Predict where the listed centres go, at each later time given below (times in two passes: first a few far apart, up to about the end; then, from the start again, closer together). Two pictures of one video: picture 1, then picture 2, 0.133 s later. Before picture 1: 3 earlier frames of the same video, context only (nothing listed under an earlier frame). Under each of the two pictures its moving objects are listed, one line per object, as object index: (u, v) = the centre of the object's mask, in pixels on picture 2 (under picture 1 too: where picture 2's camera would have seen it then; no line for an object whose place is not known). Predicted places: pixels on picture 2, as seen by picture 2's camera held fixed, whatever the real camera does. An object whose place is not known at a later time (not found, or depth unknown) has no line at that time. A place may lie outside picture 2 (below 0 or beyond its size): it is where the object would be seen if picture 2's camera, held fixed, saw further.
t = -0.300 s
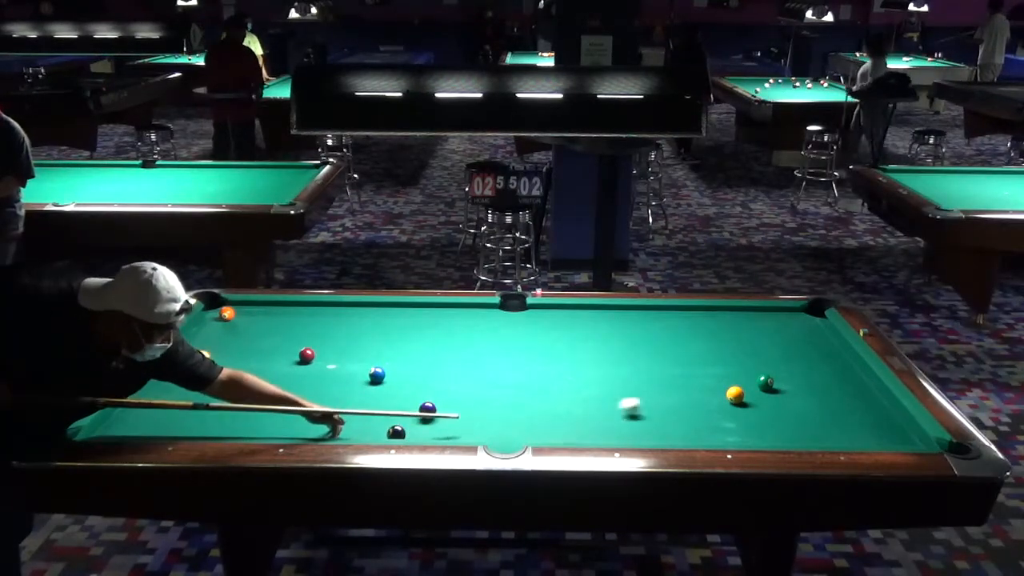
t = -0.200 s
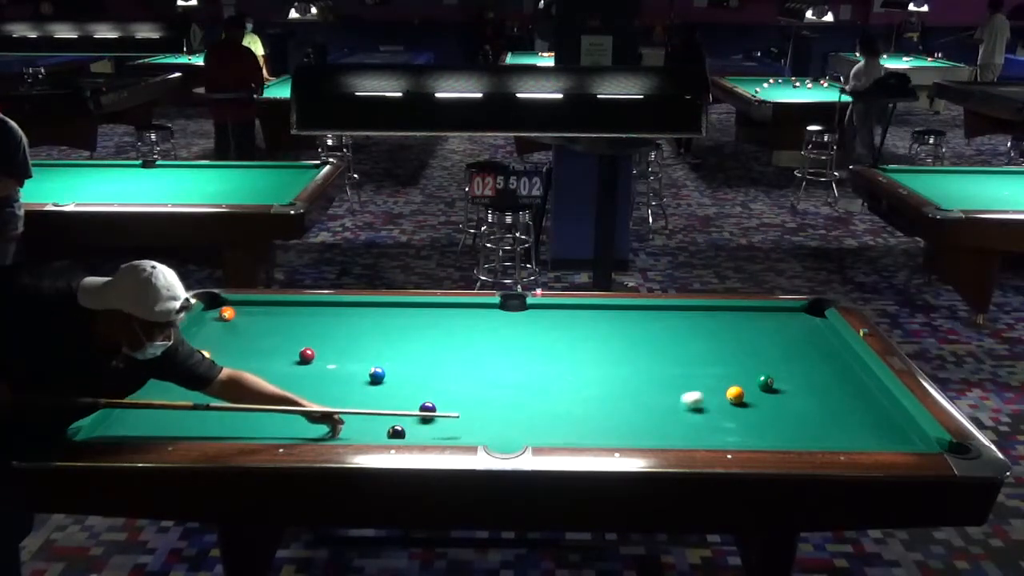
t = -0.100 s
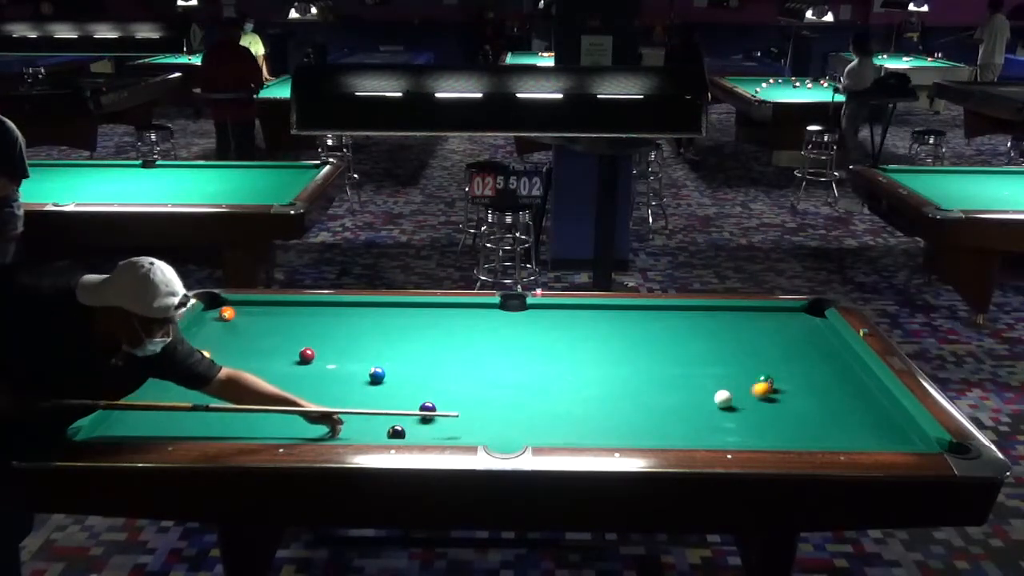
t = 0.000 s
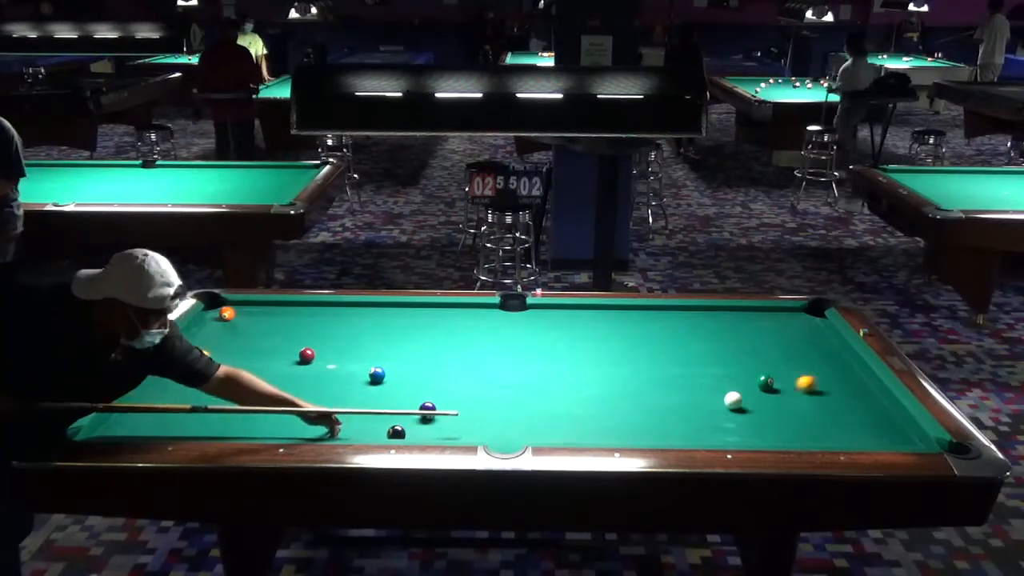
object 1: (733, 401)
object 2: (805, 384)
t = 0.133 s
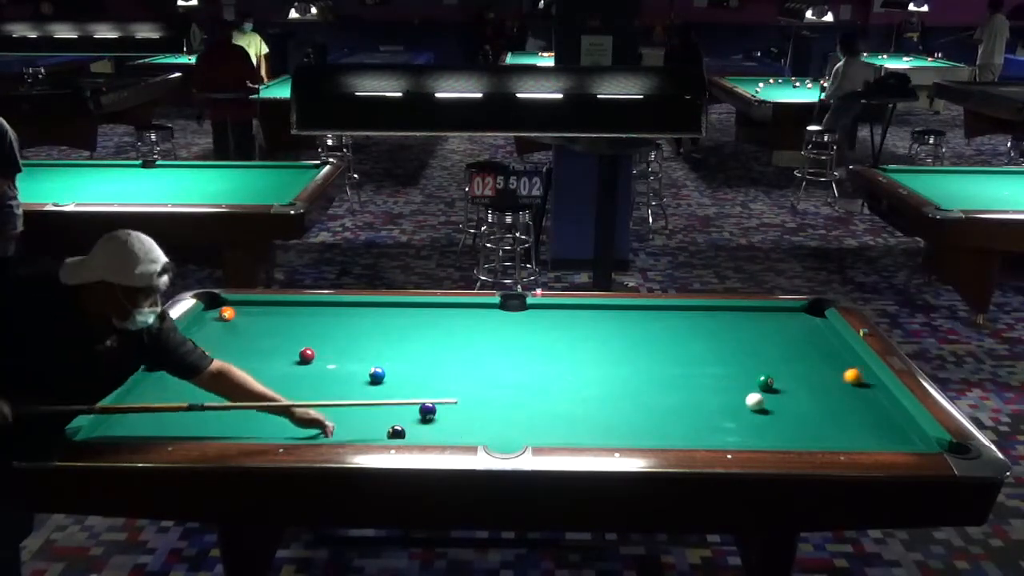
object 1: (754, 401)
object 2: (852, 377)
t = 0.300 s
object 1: (782, 402)
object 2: (841, 371)
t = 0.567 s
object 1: (824, 404)
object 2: (786, 363)
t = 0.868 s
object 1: (869, 406)
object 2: (730, 354)
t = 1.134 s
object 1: (889, 408)
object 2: (684, 348)
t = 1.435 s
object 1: (868, 408)
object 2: (635, 341)
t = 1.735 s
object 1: (848, 409)
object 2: (590, 335)
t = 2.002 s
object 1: (832, 410)
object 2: (552, 330)
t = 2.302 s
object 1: (817, 411)
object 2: (513, 324)
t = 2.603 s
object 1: (804, 412)
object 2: (476, 320)
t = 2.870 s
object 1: (794, 412)
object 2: (446, 315)
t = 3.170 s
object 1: (785, 413)
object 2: (415, 311)
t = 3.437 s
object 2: (389, 308)
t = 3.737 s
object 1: (776, 415)
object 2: (363, 305)
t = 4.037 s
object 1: (775, 416)
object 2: (341, 307)
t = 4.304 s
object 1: (774, 416)
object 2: (322, 308)
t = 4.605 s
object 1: (774, 416)
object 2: (303, 310)
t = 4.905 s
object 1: (774, 416)
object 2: (286, 311)
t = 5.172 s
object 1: (774, 416)
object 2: (272, 312)
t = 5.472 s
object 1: (774, 416)
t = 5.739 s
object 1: (774, 416)
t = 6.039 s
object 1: (774, 416)
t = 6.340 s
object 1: (774, 416)
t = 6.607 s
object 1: (774, 416)
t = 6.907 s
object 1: (774, 416)
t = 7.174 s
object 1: (774, 416)
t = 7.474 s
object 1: (774, 416)
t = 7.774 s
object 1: (774, 416)
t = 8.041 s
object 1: (774, 416)
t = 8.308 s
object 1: (775, 417)
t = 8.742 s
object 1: (769, 410)
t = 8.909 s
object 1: (774, 416)
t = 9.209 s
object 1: (774, 416)
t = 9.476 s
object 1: (774, 416)
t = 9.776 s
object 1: (774, 416)
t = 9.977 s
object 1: (774, 416)
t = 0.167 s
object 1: (759, 401)
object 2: (863, 375)
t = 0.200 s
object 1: (765, 402)
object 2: (866, 374)
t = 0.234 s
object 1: (771, 402)
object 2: (856, 372)
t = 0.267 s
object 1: (776, 402)
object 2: (848, 371)
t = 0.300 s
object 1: (782, 402)
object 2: (841, 371)
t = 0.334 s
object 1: (787, 403)
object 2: (834, 369)
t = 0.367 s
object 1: (793, 403)
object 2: (827, 369)
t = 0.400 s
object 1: (798, 403)
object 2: (820, 367)
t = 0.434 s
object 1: (803, 403)
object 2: (813, 366)
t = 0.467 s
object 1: (808, 403)
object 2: (806, 365)
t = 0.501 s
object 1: (814, 404)
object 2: (800, 364)
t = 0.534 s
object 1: (819, 404)
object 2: (793, 364)
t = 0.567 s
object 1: (824, 404)
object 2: (786, 363)
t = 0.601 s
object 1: (829, 404)
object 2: (780, 362)
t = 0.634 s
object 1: (834, 404)
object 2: (773, 361)
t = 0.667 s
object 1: (840, 405)
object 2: (767, 360)
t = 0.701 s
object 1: (844, 405)
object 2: (761, 359)
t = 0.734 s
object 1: (849, 405)
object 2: (754, 358)
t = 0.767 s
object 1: (854, 405)
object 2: (748, 357)
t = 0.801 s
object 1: (860, 406)
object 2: (742, 356)
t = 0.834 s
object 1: (864, 406)
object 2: (737, 355)
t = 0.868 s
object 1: (869, 406)
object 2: (730, 354)
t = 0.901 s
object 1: (874, 406)
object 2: (725, 354)
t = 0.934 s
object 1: (879, 407)
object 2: (719, 353)
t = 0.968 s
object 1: (884, 407)
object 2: (713, 352)
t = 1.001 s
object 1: (888, 407)
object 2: (707, 352)
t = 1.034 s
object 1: (894, 407)
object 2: (701, 351)
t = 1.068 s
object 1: (895, 408)
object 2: (695, 350)
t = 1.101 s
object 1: (892, 408)
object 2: (689, 349)
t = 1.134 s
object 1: (889, 408)
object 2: (684, 348)
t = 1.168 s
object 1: (887, 408)
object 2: (679, 347)
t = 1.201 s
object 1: (885, 408)
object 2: (673, 347)
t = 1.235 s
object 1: (882, 408)
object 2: (667, 346)
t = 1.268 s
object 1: (880, 408)
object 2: (662, 345)
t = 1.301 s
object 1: (877, 408)
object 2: (656, 344)
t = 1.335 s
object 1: (875, 408)
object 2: (651, 343)
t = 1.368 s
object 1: (872, 408)
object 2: (645, 343)
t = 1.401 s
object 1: (870, 408)
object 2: (640, 342)
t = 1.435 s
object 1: (868, 408)
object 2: (635, 341)
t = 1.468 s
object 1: (866, 408)
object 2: (630, 341)
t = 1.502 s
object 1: (863, 408)
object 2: (625, 340)
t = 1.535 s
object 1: (861, 408)
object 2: (620, 339)
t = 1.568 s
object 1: (858, 408)
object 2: (614, 339)
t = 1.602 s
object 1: (856, 409)
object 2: (610, 338)
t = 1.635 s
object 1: (854, 408)
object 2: (605, 337)
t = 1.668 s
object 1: (852, 409)
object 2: (599, 336)
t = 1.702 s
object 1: (850, 409)
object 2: (594, 336)
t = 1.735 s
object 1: (848, 409)
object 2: (590, 335)
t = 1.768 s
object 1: (846, 409)
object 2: (585, 334)
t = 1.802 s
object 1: (844, 409)
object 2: (580, 334)
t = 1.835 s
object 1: (842, 410)
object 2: (575, 333)
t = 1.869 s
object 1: (840, 409)
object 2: (571, 332)
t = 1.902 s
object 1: (838, 410)
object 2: (566, 332)
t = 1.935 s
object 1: (836, 410)
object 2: (561, 331)
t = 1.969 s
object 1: (834, 410)
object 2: (557, 330)
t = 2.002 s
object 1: (832, 410)
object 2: (552, 330)
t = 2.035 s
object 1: (831, 410)
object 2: (548, 329)
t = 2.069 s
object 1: (829, 410)
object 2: (543, 329)
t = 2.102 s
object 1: (827, 410)
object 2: (539, 328)
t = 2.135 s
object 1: (825, 410)
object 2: (534, 328)
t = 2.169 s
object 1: (824, 411)
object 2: (530, 327)
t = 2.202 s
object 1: (822, 411)
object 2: (526, 326)
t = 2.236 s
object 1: (820, 411)
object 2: (521, 326)
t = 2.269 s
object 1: (819, 411)
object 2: (517, 325)
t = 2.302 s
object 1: (817, 411)
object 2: (513, 324)
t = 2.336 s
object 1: (816, 411)
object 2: (509, 324)
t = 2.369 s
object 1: (814, 411)
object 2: (505, 323)
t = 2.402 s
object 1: (813, 411)
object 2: (500, 323)
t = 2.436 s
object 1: (811, 411)
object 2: (496, 322)
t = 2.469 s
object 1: (810, 412)
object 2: (492, 321)
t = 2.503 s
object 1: (808, 412)
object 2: (488, 321)
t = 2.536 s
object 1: (807, 412)
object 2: (484, 321)
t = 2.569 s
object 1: (806, 412)
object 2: (480, 320)
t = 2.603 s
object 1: (804, 412)
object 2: (476, 320)
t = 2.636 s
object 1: (803, 412)
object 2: (473, 319)
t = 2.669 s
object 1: (801, 412)
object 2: (468, 318)
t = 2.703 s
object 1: (800, 412)
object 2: (465, 318)
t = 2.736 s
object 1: (799, 412)
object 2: (461, 317)
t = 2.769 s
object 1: (797, 412)
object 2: (457, 317)
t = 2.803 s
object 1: (796, 412)
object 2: (454, 316)
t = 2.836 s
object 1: (795, 412)
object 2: (450, 316)
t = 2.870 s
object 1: (794, 412)
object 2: (446, 315)
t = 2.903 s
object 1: (793, 413)
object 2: (443, 315)
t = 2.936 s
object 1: (792, 413)
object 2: (439, 314)
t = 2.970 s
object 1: (791, 413)
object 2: (436, 314)
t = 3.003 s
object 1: (790, 413)
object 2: (432, 313)
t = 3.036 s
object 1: (789, 413)
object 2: (429, 313)
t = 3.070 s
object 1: (788, 413)
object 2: (425, 312)
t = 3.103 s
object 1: (787, 412)
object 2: (422, 312)
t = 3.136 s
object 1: (786, 413)
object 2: (418, 311)
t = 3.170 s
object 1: (785, 413)
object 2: (415, 311)
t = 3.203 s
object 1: (784, 413)
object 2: (411, 310)
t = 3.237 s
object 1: (783, 413)
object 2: (408, 310)
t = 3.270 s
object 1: (780, 411)
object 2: (405, 310)
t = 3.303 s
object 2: (401, 309)
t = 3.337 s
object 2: (398, 309)
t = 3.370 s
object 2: (395, 308)
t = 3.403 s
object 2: (392, 308)
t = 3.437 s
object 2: (389, 308)
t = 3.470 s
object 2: (386, 307)
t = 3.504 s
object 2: (382, 306)
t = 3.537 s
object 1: (781, 414)
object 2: (380, 306)
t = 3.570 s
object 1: (778, 414)
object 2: (376, 305)
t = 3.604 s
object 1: (778, 415)
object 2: (373, 305)
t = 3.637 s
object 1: (777, 415)
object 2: (371, 305)
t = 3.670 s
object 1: (777, 414)
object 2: (368, 305)
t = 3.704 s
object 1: (777, 415)
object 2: (365, 305)
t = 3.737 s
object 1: (776, 415)
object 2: (363, 305)
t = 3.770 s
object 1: (776, 415)
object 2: (360, 306)
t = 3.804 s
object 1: (775, 415)
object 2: (358, 306)
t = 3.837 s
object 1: (776, 416)
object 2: (355, 306)
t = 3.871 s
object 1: (775, 415)
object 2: (353, 306)
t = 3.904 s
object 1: (775, 416)
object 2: (350, 306)
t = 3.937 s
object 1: (775, 416)
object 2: (348, 306)
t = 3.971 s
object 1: (775, 415)
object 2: (346, 307)
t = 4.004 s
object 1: (775, 415)
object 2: (343, 307)
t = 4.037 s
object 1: (775, 416)
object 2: (341, 307)
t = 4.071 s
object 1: (775, 416)
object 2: (339, 307)
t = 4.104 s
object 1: (774, 416)
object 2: (336, 307)
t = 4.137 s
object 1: (774, 416)
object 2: (334, 308)
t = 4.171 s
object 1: (774, 416)
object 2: (332, 308)
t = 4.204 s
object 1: (774, 416)
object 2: (329, 308)
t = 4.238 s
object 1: (774, 416)
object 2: (327, 308)
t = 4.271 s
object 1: (774, 416)
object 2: (325, 308)
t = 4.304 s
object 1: (774, 416)
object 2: (322, 308)
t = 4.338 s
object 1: (774, 416)
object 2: (320, 309)
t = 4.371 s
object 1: (774, 416)
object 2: (318, 309)
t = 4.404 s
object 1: (774, 416)
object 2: (316, 309)
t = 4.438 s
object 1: (774, 416)
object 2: (314, 309)
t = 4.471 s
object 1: (774, 416)
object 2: (312, 309)
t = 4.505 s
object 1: (774, 416)
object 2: (310, 309)
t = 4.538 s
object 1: (774, 416)
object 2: (307, 310)
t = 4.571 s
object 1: (774, 416)
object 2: (305, 310)
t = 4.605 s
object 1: (774, 416)
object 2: (303, 310)
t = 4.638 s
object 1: (774, 416)
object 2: (302, 310)
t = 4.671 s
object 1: (774, 416)
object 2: (299, 310)
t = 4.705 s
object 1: (774, 416)
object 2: (298, 310)
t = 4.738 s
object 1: (774, 416)
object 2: (296, 311)
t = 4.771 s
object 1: (774, 416)
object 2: (294, 311)
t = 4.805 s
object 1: (774, 416)
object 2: (292, 311)
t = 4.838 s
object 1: (774, 416)
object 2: (290, 311)
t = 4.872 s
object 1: (774, 416)
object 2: (288, 311)
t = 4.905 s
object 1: (774, 416)
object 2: (286, 311)
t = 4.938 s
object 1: (774, 416)
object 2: (284, 311)
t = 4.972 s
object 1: (774, 416)
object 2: (283, 311)
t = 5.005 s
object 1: (774, 416)
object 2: (281, 312)
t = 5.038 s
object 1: (774, 416)
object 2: (279, 312)
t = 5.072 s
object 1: (774, 416)
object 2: (277, 312)
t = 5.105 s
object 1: (774, 416)
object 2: (276, 312)
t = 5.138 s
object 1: (774, 416)
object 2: (274, 312)
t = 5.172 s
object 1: (774, 416)
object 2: (272, 312)
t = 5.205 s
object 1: (774, 416)
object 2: (270, 313)
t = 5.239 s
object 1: (774, 416)
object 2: (269, 313)
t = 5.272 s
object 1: (774, 416)
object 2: (267, 313)
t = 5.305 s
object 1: (774, 416)
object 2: (266, 313)
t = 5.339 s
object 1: (774, 416)
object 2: (264, 313)
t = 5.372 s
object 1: (774, 416)
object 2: (263, 314)
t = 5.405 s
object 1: (774, 416)
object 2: (261, 314)
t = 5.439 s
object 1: (774, 416)
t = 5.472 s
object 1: (774, 416)
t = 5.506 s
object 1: (774, 416)
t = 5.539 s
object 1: (774, 416)
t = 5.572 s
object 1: (774, 416)
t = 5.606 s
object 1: (774, 416)
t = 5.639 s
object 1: (774, 416)
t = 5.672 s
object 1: (774, 416)
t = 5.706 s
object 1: (774, 416)
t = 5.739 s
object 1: (774, 416)
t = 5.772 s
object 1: (774, 416)
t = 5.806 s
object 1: (774, 416)
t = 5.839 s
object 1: (774, 416)
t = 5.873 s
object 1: (774, 416)
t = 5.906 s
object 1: (774, 416)
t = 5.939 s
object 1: (774, 416)
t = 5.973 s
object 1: (774, 416)
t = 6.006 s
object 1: (774, 416)
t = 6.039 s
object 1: (774, 416)
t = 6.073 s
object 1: (774, 416)
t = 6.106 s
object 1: (774, 416)
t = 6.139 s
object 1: (774, 416)
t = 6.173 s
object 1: (774, 416)
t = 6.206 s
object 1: (774, 416)
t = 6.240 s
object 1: (774, 416)
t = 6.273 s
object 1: (774, 416)
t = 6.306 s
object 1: (774, 416)
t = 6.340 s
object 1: (774, 416)
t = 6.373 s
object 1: (774, 416)
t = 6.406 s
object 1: (774, 416)
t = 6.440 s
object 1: (774, 416)
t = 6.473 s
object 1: (774, 416)
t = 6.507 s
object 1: (774, 416)
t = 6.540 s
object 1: (774, 416)
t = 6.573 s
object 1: (774, 416)
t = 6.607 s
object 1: (774, 416)
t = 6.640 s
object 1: (774, 416)
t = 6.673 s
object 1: (774, 416)
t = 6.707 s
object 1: (774, 416)
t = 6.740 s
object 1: (774, 416)
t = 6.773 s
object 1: (774, 416)
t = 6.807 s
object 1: (774, 416)
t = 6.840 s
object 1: (774, 416)
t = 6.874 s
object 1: (774, 416)
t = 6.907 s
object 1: (774, 416)
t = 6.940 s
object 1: (774, 416)
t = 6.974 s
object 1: (774, 416)
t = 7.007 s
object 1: (774, 416)
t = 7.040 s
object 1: (774, 416)
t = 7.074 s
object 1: (774, 416)
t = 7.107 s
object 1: (774, 416)
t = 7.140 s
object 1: (774, 416)
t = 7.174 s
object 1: (774, 416)
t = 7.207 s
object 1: (774, 416)
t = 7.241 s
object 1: (774, 416)
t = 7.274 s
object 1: (774, 416)
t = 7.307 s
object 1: (774, 416)
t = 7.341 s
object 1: (774, 416)
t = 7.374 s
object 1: (774, 416)
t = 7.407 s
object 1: (774, 416)
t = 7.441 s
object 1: (774, 416)
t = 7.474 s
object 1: (774, 416)
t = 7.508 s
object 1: (774, 416)
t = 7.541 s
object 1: (774, 416)
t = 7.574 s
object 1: (774, 416)
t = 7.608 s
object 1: (774, 416)
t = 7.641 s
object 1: (774, 416)
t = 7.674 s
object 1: (774, 416)
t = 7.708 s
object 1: (774, 416)
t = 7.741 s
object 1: (774, 416)
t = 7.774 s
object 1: (774, 416)
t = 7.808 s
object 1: (774, 416)
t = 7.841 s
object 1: (774, 416)
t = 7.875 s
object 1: (774, 416)
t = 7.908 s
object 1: (774, 416)
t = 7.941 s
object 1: (774, 416)
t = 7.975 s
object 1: (774, 416)
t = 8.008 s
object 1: (774, 416)
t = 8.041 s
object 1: (774, 416)
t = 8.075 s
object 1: (774, 416)
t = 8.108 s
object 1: (774, 416)
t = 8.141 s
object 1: (774, 416)
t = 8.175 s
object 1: (774, 416)
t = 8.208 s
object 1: (774, 416)
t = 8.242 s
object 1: (774, 416)
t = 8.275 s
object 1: (774, 416)
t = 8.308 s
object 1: (775, 417)
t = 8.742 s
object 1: (769, 410)
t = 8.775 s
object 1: (771, 412)
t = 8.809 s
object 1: (772, 413)
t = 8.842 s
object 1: (773, 415)
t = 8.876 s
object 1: (773, 416)
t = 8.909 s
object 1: (774, 416)
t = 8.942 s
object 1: (774, 416)
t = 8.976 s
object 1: (774, 416)
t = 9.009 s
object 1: (774, 416)
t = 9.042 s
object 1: (774, 416)
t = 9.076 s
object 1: (774, 416)
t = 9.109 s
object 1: (774, 416)
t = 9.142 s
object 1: (774, 416)
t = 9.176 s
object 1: (774, 416)
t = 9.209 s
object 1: (774, 416)
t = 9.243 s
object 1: (774, 416)
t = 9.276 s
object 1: (774, 416)
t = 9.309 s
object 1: (774, 416)
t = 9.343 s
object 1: (774, 416)
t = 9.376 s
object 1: (774, 416)
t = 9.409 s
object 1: (774, 416)
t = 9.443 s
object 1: (774, 416)
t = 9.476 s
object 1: (774, 416)
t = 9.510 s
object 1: (774, 416)
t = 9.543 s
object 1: (774, 416)
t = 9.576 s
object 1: (774, 416)
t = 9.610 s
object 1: (774, 416)
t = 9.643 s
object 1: (774, 416)
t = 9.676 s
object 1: (774, 416)
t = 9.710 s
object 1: (774, 416)
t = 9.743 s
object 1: (774, 416)
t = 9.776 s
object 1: (774, 416)
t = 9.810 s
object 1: (774, 416)
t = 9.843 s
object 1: (774, 416)
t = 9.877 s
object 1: (774, 416)
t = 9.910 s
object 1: (774, 416)
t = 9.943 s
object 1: (774, 416)
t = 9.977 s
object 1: (774, 416)
